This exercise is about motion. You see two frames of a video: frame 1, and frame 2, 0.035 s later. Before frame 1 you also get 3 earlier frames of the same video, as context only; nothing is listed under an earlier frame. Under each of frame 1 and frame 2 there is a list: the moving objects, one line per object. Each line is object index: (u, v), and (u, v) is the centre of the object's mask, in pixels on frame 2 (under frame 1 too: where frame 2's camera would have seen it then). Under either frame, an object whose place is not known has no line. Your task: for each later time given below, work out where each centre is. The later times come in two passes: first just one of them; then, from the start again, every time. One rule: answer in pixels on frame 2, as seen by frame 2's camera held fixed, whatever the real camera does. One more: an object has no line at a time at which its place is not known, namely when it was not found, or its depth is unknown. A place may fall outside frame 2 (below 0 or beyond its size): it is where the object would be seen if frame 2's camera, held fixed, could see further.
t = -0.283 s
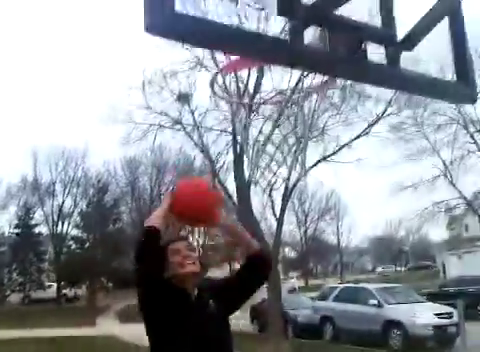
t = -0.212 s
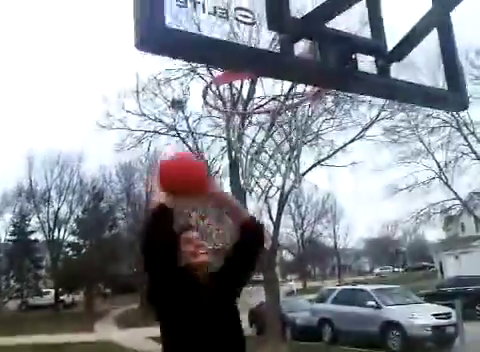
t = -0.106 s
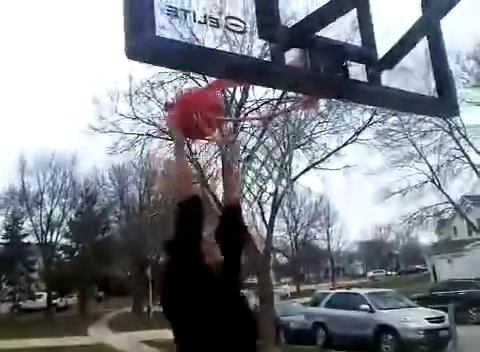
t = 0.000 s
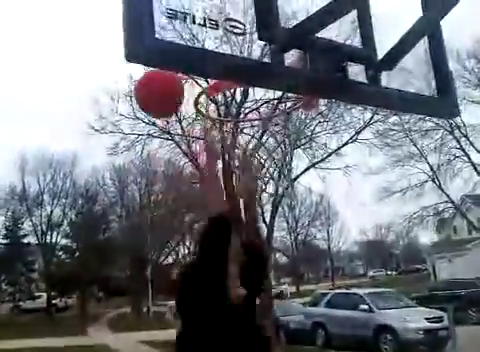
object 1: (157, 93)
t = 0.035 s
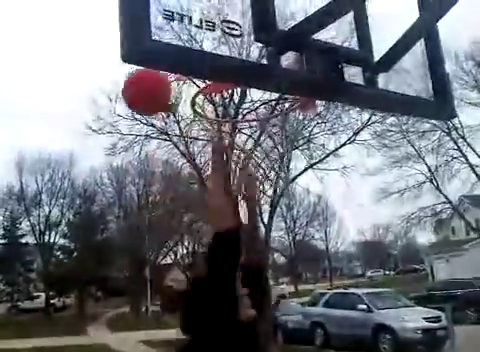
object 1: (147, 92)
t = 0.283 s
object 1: (86, 134)
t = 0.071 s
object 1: (137, 92)
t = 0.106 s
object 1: (127, 95)
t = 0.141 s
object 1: (117, 99)
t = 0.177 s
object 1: (109, 105)
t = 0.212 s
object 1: (101, 113)
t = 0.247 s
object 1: (93, 123)
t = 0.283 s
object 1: (86, 134)
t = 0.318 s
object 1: (79, 148)
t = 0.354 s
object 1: (66, 170)
